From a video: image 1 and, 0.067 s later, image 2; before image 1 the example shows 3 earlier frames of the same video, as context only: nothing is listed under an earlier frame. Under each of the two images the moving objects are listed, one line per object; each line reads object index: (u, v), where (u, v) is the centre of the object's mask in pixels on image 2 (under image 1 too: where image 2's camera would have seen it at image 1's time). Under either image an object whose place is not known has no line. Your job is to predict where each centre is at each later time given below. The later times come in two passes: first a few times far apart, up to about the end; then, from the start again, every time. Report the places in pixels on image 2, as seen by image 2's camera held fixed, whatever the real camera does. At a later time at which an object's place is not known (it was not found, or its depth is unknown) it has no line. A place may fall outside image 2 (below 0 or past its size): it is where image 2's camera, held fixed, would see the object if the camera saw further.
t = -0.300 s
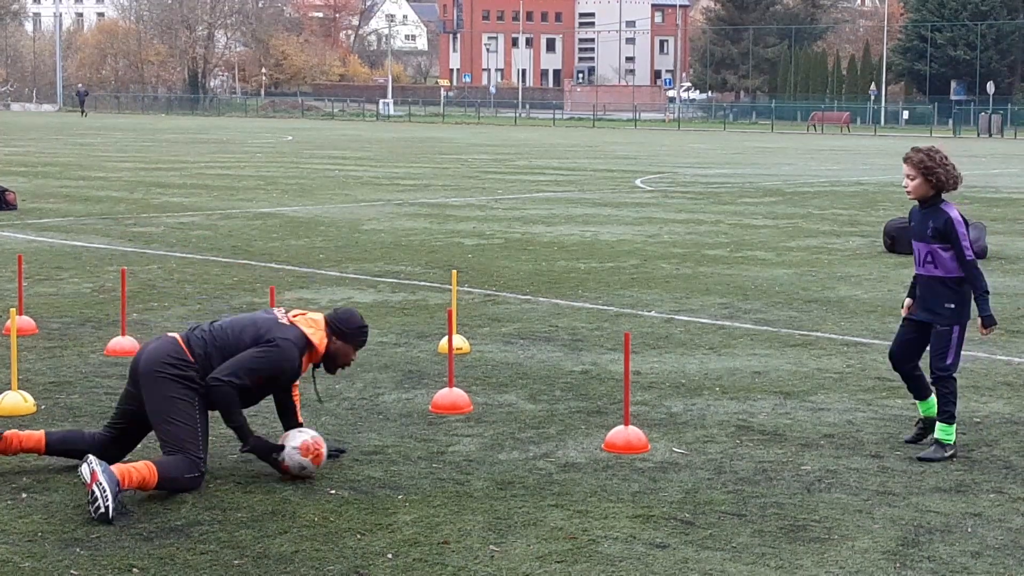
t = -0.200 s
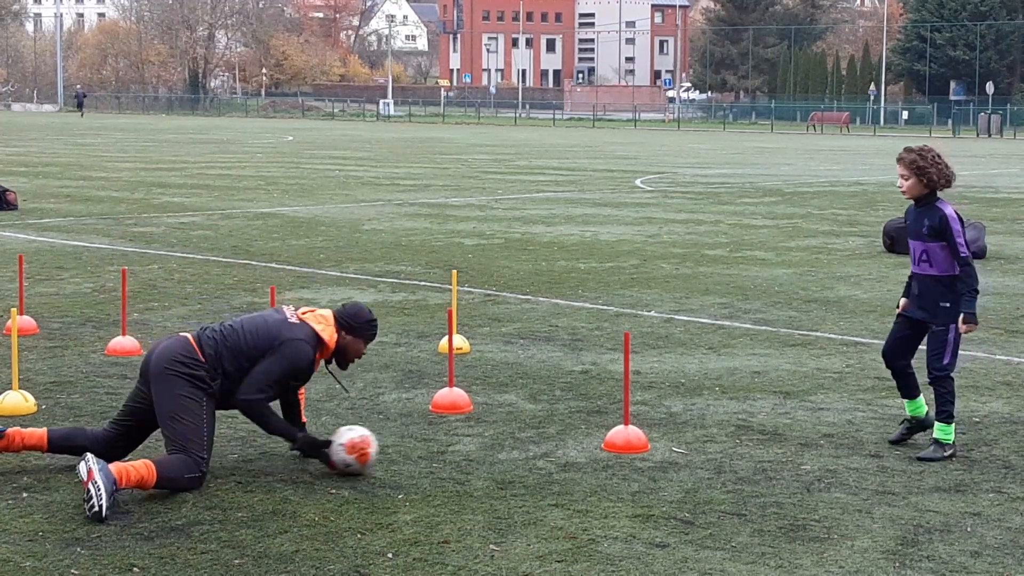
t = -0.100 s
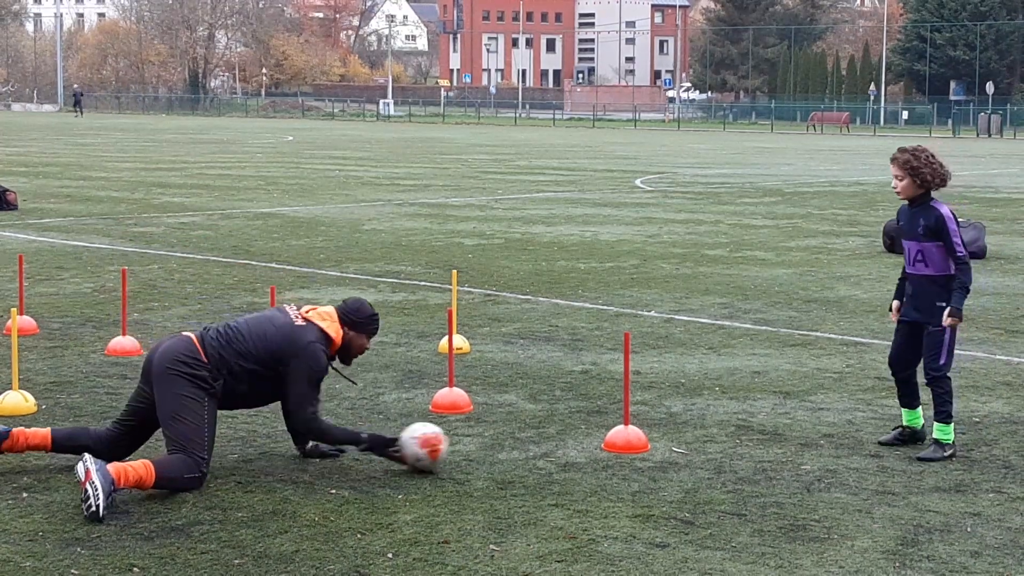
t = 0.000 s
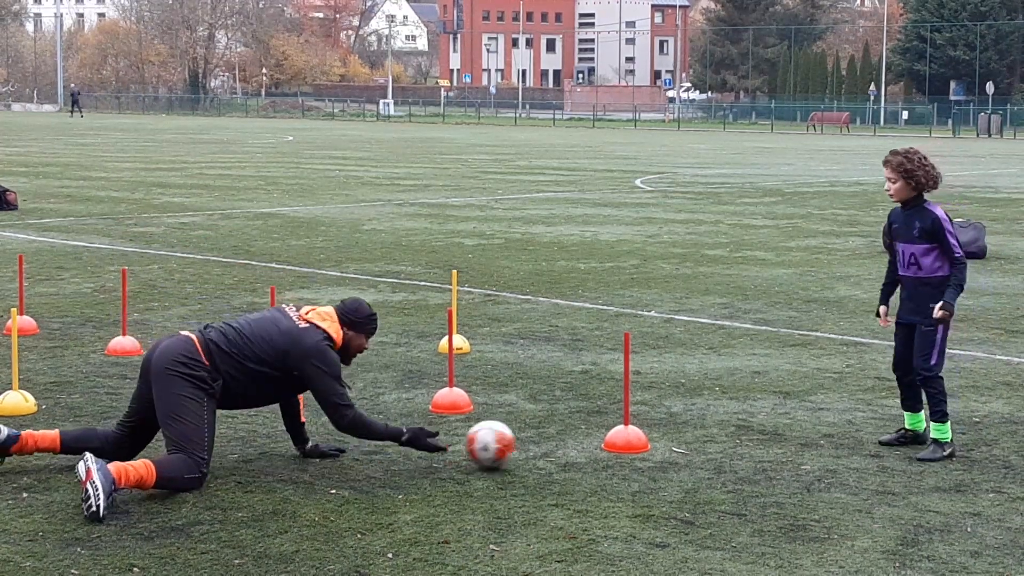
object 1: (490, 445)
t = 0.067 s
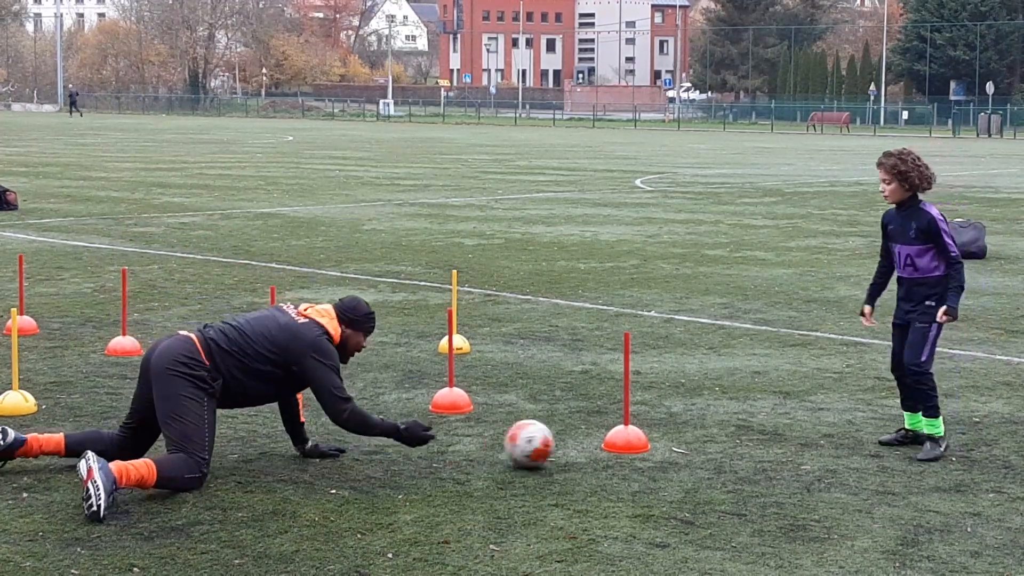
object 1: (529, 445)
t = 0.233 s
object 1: (606, 441)
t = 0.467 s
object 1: (704, 436)
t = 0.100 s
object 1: (546, 443)
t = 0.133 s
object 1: (562, 442)
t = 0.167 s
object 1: (577, 442)
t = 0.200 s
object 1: (592, 442)
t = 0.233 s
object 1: (606, 441)
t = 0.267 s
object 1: (621, 440)
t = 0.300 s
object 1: (636, 439)
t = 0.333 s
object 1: (650, 438)
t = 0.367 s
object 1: (663, 438)
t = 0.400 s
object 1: (677, 437)
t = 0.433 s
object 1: (690, 436)
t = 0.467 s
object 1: (704, 436)
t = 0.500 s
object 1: (717, 435)
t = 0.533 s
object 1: (731, 434)
